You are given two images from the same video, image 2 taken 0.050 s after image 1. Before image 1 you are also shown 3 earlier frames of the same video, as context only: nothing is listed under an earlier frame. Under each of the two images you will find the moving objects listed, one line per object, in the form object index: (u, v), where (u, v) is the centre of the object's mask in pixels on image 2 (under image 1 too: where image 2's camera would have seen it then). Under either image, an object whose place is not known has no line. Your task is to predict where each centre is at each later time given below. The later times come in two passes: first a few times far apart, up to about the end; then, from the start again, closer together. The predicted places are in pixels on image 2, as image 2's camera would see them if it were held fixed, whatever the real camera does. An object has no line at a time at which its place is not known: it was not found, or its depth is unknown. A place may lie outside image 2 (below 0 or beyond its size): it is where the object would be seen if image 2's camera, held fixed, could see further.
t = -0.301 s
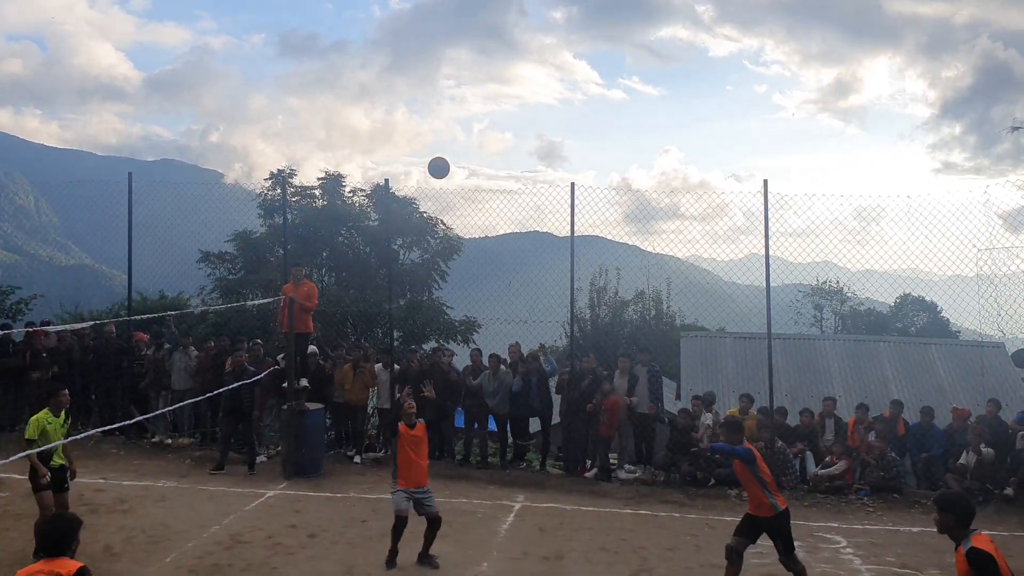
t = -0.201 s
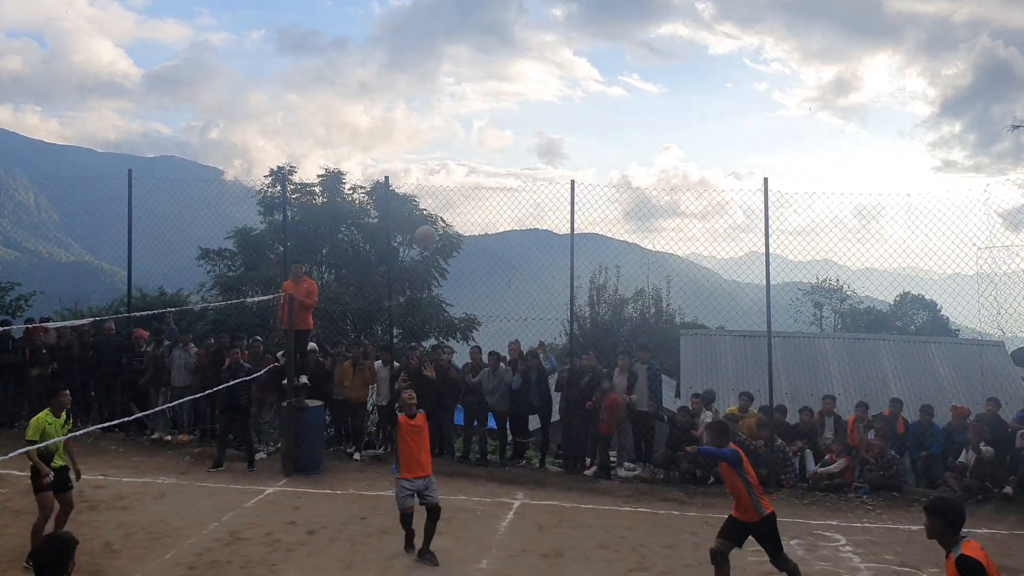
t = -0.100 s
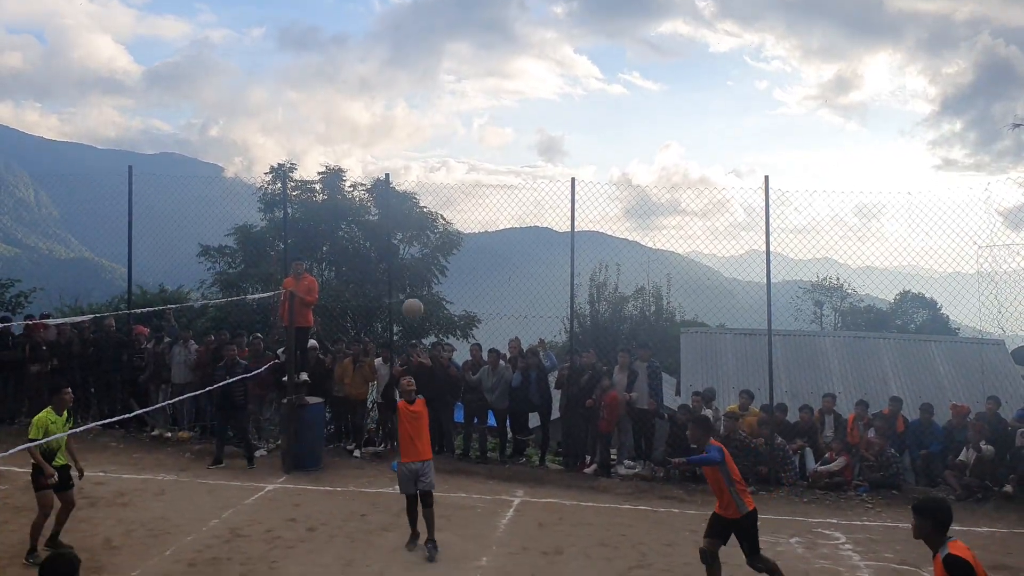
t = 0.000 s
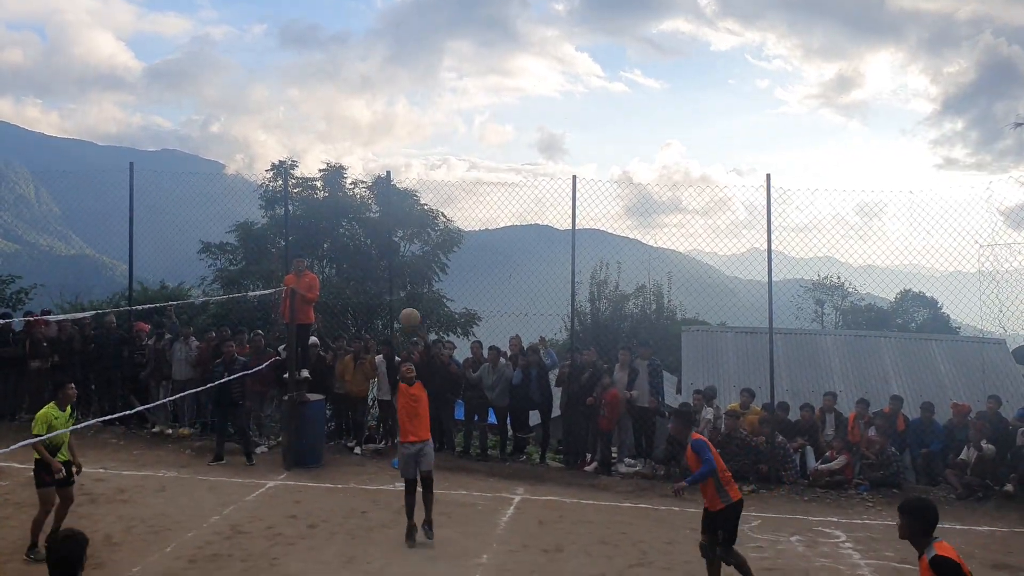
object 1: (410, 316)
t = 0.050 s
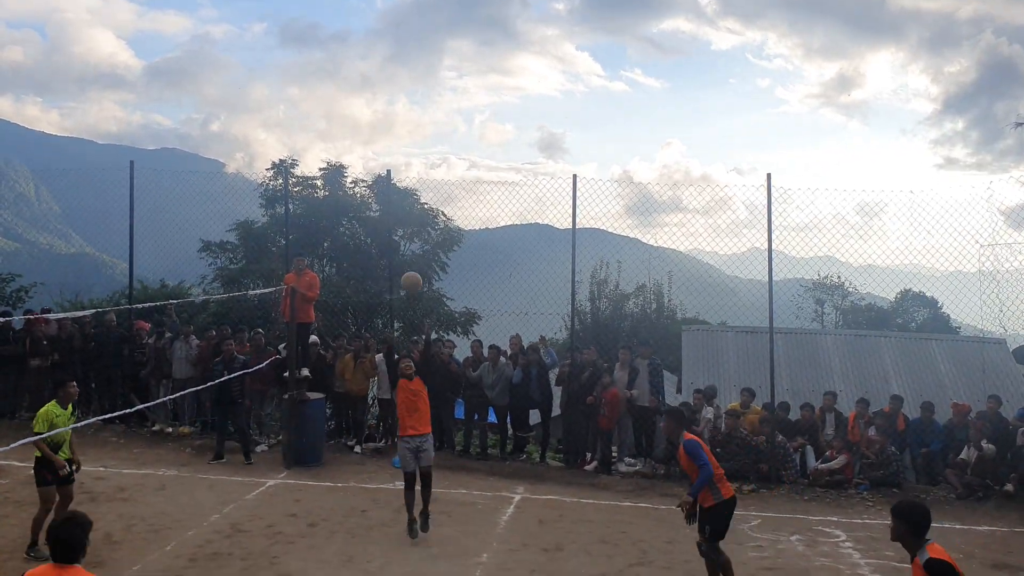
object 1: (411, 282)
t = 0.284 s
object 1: (419, 145)
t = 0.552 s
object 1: (431, 48)
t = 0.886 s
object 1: (444, 28)
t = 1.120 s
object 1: (452, 90)
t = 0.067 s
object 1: (412, 271)
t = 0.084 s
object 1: (412, 258)
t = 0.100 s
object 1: (412, 248)
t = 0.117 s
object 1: (413, 238)
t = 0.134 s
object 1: (414, 227)
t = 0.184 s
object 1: (416, 197)
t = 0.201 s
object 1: (416, 188)
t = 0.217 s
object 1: (416, 180)
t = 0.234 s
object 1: (417, 171)
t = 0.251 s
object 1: (418, 162)
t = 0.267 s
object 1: (419, 153)
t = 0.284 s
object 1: (419, 145)
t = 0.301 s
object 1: (420, 137)
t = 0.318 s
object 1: (421, 129)
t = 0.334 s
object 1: (421, 122)
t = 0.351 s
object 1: (422, 114)
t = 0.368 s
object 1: (423, 107)
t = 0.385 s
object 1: (424, 101)
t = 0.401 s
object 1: (424, 94)
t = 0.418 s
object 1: (425, 88)
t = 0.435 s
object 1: (426, 82)
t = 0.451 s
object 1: (427, 76)
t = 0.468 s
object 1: (427, 71)
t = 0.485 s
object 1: (428, 66)
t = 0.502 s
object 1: (429, 61)
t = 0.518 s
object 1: (429, 56)
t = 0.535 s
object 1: (430, 52)
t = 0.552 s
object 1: (431, 48)
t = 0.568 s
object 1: (432, 44)
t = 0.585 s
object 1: (432, 41)
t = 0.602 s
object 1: (433, 38)
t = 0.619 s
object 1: (434, 35)
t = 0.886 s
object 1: (444, 28)
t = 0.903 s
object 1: (445, 31)
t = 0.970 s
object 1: (447, 43)
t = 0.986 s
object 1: (448, 47)
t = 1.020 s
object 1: (449, 56)
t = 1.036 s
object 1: (449, 60)
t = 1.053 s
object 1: (450, 66)
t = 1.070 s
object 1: (450, 71)
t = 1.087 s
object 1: (451, 77)
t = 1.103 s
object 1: (451, 83)
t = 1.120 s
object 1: (452, 90)
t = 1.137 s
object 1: (453, 97)
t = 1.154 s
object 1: (453, 104)
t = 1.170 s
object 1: (454, 112)
